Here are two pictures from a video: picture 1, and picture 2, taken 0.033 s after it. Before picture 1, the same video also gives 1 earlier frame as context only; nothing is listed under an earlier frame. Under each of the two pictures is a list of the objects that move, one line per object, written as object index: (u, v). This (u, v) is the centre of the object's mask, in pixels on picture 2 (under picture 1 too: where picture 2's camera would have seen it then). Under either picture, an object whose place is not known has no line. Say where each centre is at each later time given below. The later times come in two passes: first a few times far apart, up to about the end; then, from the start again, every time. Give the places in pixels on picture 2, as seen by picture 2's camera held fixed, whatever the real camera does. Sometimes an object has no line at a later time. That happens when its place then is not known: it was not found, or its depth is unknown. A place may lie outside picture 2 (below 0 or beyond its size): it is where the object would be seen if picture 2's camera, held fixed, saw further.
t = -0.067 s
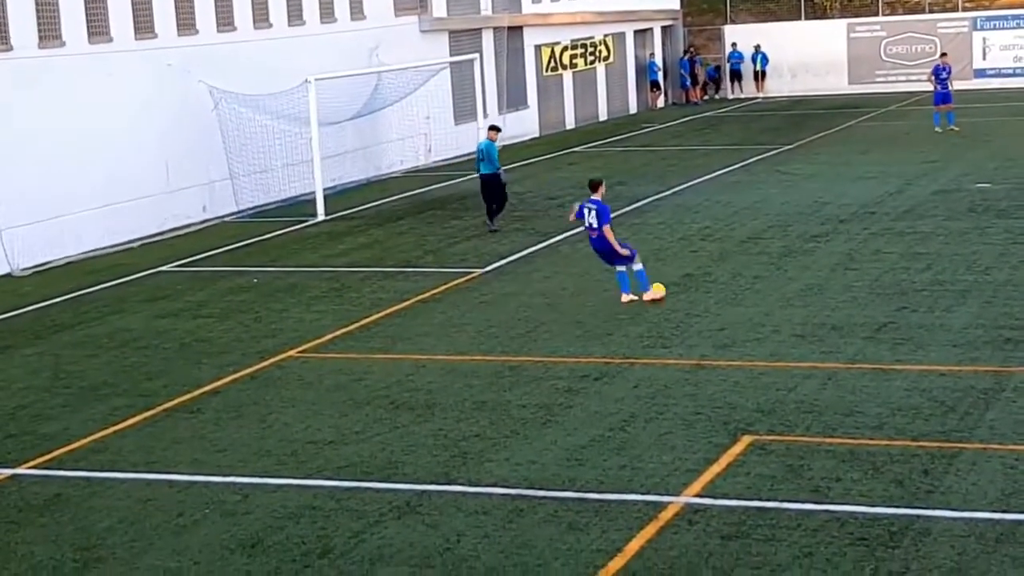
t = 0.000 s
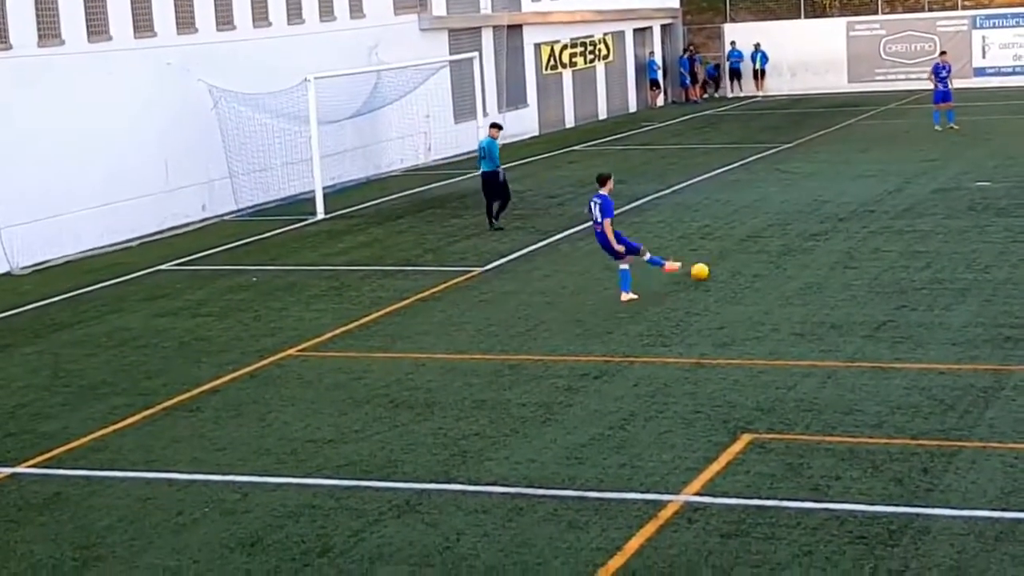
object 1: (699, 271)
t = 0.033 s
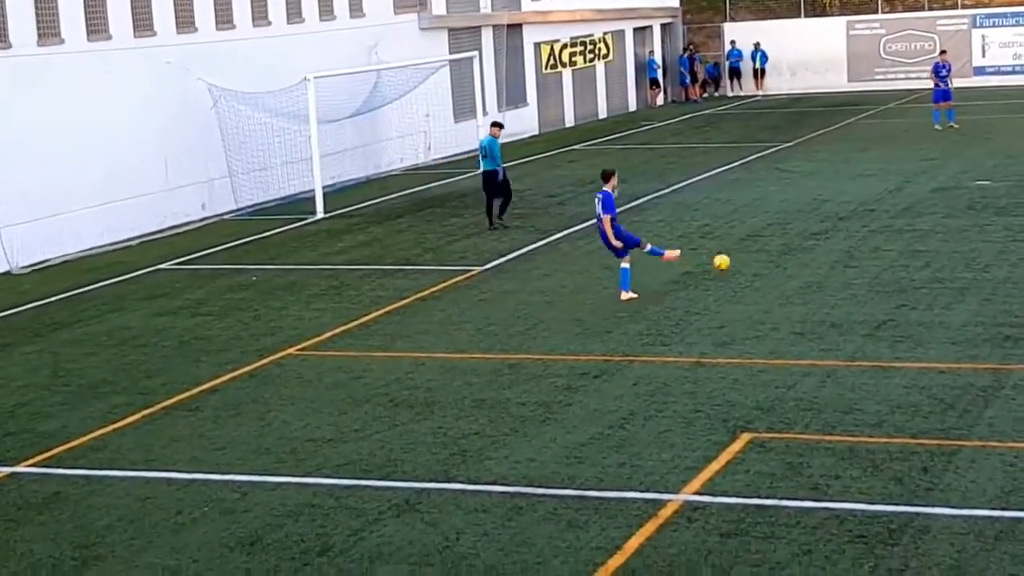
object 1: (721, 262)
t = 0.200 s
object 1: (813, 227)
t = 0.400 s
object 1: (893, 198)
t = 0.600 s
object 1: (950, 176)
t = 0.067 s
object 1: (743, 255)
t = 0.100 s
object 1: (762, 250)
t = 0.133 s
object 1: (780, 243)
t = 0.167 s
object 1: (797, 234)
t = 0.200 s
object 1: (813, 227)
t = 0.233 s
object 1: (828, 220)
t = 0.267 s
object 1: (843, 216)
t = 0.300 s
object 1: (857, 212)
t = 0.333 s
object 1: (870, 210)
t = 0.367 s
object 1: (882, 205)
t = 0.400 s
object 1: (893, 198)
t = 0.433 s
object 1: (903, 193)
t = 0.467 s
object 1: (914, 187)
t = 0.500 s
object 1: (923, 185)
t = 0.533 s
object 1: (933, 183)
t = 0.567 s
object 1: (942, 181)
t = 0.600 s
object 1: (950, 176)
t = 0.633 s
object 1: (958, 172)
